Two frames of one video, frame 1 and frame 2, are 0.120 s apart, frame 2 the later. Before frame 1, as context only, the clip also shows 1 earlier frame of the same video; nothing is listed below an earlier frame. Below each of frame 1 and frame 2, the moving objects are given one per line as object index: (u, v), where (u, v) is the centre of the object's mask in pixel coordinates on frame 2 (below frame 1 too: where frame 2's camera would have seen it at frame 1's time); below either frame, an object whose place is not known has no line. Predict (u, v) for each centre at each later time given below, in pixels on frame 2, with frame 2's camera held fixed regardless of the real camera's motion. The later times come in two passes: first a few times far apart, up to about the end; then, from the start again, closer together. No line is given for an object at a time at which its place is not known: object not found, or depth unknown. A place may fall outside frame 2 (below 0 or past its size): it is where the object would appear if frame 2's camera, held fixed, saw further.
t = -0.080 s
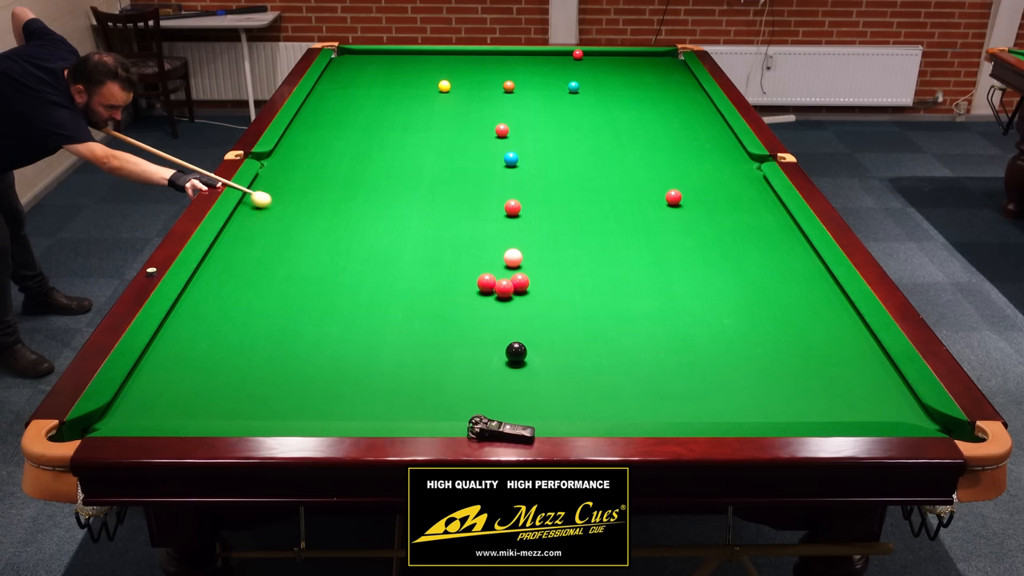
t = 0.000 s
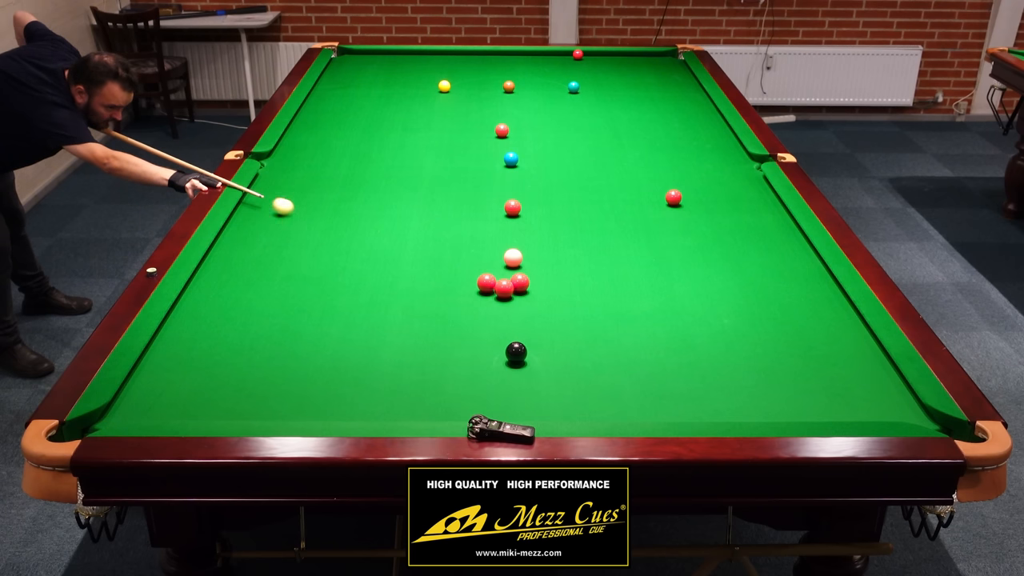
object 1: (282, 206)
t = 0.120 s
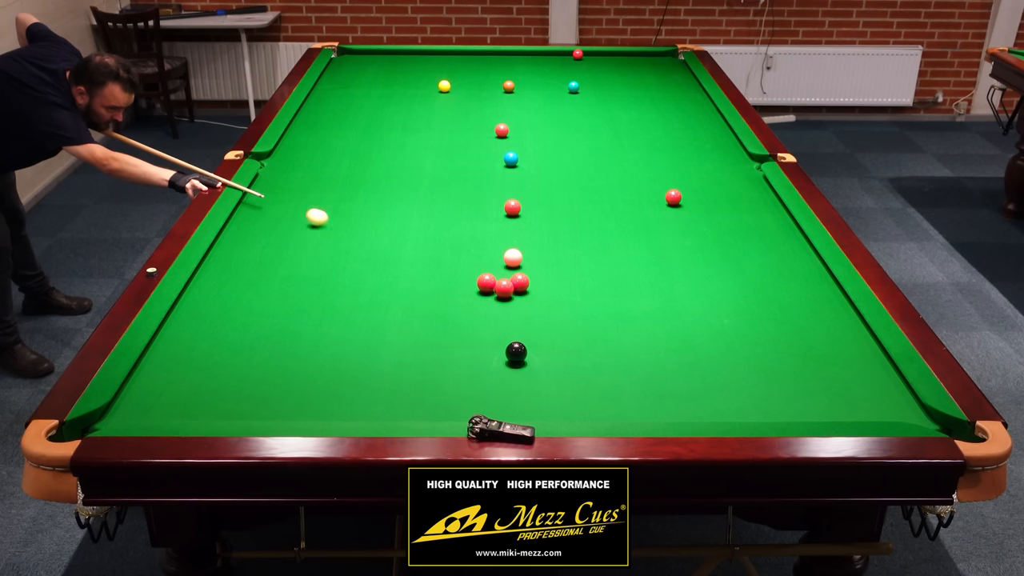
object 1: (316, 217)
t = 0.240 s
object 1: (352, 229)
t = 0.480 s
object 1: (429, 253)
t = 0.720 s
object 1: (505, 274)
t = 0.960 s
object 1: (524, 281)
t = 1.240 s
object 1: (550, 287)
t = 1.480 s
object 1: (571, 292)
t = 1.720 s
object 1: (591, 297)
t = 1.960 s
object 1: (609, 301)
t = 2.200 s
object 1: (626, 306)
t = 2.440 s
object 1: (641, 309)
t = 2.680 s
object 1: (654, 313)
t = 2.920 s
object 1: (666, 316)
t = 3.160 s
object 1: (676, 319)
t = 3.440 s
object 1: (686, 321)
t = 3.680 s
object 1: (692, 323)
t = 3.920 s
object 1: (697, 325)
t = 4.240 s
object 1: (698, 324)
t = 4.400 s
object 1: (700, 326)
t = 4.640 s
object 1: (699, 326)
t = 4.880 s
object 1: (699, 326)
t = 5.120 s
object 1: (699, 326)
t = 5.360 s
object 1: (699, 326)
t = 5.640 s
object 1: (699, 326)
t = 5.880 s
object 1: (699, 326)
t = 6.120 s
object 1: (699, 326)
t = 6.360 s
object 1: (699, 326)
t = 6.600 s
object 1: (699, 326)
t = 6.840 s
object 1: (699, 326)
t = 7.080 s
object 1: (699, 326)
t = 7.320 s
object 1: (699, 326)
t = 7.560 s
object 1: (699, 326)
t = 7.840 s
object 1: (699, 326)
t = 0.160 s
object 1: (328, 221)
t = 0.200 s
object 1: (340, 225)
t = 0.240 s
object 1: (352, 229)
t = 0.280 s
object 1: (364, 233)
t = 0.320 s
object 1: (377, 237)
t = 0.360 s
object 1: (390, 241)
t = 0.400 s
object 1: (402, 245)
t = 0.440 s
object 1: (415, 249)
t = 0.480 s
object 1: (429, 253)
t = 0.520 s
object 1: (442, 257)
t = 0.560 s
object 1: (456, 262)
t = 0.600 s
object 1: (469, 266)
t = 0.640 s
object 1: (483, 268)
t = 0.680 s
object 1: (499, 273)
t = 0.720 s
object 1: (505, 274)
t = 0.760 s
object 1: (507, 275)
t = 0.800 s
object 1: (510, 275)
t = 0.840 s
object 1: (513, 277)
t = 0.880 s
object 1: (517, 279)
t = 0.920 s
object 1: (520, 280)
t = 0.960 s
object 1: (524, 281)
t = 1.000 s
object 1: (528, 282)
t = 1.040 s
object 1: (532, 283)
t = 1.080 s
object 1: (535, 284)
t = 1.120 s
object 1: (539, 284)
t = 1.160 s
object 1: (543, 285)
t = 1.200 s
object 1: (547, 286)
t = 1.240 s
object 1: (550, 287)
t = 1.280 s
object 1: (554, 288)
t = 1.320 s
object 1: (557, 289)
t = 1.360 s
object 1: (561, 289)
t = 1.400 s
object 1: (564, 290)
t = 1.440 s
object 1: (568, 291)
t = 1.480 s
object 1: (571, 292)
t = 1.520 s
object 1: (575, 293)
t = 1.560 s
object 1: (578, 293)
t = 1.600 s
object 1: (581, 294)
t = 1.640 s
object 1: (584, 295)
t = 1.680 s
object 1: (588, 296)
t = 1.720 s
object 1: (591, 297)
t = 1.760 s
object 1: (594, 297)
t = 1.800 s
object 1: (597, 298)
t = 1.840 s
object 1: (600, 299)
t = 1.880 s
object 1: (603, 299)
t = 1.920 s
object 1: (606, 300)
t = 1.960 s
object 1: (609, 301)
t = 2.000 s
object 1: (612, 302)
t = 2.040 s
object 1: (615, 302)
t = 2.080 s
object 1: (617, 303)
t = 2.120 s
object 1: (620, 304)
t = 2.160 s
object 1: (623, 305)
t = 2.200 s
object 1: (626, 306)
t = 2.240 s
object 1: (628, 306)
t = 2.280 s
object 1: (631, 306)
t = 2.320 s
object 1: (633, 307)
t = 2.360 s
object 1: (636, 308)
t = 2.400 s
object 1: (638, 308)
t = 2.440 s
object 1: (641, 309)
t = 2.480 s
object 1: (643, 310)
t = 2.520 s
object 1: (645, 310)
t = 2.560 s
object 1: (648, 311)
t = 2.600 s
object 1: (650, 312)
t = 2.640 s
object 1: (652, 312)
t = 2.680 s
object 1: (654, 313)
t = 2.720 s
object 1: (656, 313)
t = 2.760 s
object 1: (659, 314)
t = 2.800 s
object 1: (661, 314)
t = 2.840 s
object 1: (663, 315)
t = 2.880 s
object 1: (664, 315)
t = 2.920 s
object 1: (666, 316)
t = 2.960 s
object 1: (668, 316)
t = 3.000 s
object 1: (670, 316)
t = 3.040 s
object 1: (672, 317)
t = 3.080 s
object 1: (673, 318)
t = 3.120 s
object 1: (675, 318)
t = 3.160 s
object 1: (676, 319)
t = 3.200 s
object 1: (678, 319)
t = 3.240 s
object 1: (680, 320)
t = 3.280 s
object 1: (681, 320)
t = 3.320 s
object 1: (682, 320)
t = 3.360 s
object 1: (684, 321)
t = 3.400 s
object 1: (685, 321)
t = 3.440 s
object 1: (686, 321)
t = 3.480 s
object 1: (687, 322)
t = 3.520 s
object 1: (688, 322)
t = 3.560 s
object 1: (690, 322)
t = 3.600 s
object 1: (691, 322)
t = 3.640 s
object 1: (692, 323)
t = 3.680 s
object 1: (692, 323)
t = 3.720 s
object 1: (693, 323)
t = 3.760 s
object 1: (694, 324)
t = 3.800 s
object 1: (695, 324)
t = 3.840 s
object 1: (695, 324)
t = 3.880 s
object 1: (696, 325)
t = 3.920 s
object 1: (697, 325)
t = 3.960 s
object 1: (697, 325)
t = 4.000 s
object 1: (698, 325)
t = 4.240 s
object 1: (698, 324)
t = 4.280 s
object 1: (699, 326)
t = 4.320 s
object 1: (700, 326)
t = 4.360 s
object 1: (700, 326)
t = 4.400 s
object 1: (700, 326)
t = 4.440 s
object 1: (699, 326)
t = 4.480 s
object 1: (700, 326)
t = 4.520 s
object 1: (699, 326)
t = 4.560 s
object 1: (699, 326)
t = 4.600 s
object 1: (699, 326)
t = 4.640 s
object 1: (699, 326)
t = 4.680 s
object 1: (699, 326)
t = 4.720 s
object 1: (699, 326)
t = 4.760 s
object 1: (699, 326)
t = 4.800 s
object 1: (699, 326)
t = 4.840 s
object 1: (699, 326)
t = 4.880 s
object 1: (699, 326)
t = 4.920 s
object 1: (699, 326)
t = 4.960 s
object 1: (699, 326)
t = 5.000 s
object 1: (699, 326)
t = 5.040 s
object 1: (699, 326)
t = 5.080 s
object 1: (699, 326)
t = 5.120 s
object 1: (699, 326)
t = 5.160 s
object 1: (699, 326)
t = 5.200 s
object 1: (699, 326)
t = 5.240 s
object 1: (699, 326)
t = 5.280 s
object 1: (699, 326)
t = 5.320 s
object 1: (699, 326)
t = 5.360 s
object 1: (699, 326)
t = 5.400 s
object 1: (699, 326)
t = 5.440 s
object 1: (699, 326)
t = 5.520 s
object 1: (699, 326)
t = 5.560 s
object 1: (699, 326)
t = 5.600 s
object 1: (699, 326)
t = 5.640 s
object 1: (699, 326)
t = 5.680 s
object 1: (699, 326)
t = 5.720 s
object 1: (699, 326)
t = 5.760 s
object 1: (699, 326)
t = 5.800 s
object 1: (699, 326)
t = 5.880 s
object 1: (699, 326)
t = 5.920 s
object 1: (699, 326)
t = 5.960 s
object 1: (699, 326)
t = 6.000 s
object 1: (699, 326)
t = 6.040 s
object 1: (699, 326)
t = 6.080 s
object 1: (699, 326)
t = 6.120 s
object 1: (699, 326)
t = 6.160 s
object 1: (699, 326)
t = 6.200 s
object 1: (699, 326)
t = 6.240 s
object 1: (699, 326)
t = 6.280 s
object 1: (699, 326)
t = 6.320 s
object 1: (699, 326)
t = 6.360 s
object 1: (699, 326)
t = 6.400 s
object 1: (699, 326)
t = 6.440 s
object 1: (699, 326)
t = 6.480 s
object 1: (699, 326)
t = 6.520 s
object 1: (699, 326)
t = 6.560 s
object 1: (699, 326)
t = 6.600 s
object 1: (699, 326)
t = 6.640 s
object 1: (699, 326)
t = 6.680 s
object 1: (699, 326)
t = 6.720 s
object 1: (699, 326)
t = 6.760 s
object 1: (699, 326)
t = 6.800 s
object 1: (699, 326)
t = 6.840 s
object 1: (699, 326)
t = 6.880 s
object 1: (699, 326)
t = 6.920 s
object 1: (699, 326)
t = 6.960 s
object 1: (699, 326)
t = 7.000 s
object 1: (699, 326)
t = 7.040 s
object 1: (699, 326)
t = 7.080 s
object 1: (699, 326)
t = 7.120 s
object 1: (699, 326)
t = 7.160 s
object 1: (699, 326)
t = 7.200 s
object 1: (699, 326)
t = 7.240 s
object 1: (699, 326)
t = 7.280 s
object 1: (699, 326)
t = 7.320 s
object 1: (699, 326)
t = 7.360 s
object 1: (699, 326)
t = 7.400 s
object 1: (699, 326)
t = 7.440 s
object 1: (699, 326)
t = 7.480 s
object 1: (699, 326)
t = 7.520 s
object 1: (699, 326)
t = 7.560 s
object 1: (699, 326)
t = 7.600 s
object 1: (699, 326)
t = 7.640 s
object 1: (699, 326)
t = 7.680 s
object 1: (699, 326)
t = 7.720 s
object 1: (699, 326)
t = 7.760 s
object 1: (699, 326)
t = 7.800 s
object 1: (699, 326)
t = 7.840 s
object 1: (699, 326)
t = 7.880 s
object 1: (699, 326)
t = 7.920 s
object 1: (699, 326)
